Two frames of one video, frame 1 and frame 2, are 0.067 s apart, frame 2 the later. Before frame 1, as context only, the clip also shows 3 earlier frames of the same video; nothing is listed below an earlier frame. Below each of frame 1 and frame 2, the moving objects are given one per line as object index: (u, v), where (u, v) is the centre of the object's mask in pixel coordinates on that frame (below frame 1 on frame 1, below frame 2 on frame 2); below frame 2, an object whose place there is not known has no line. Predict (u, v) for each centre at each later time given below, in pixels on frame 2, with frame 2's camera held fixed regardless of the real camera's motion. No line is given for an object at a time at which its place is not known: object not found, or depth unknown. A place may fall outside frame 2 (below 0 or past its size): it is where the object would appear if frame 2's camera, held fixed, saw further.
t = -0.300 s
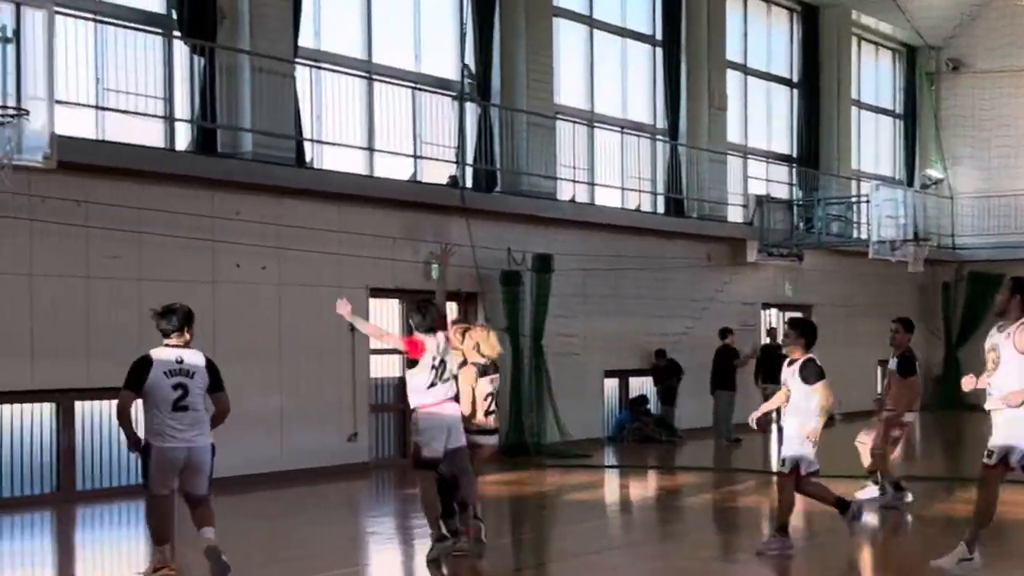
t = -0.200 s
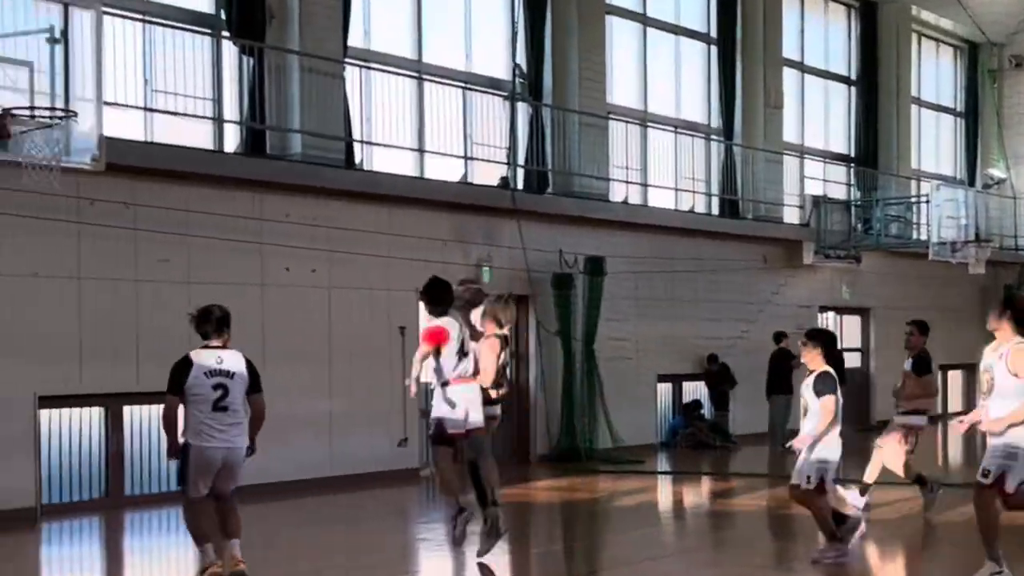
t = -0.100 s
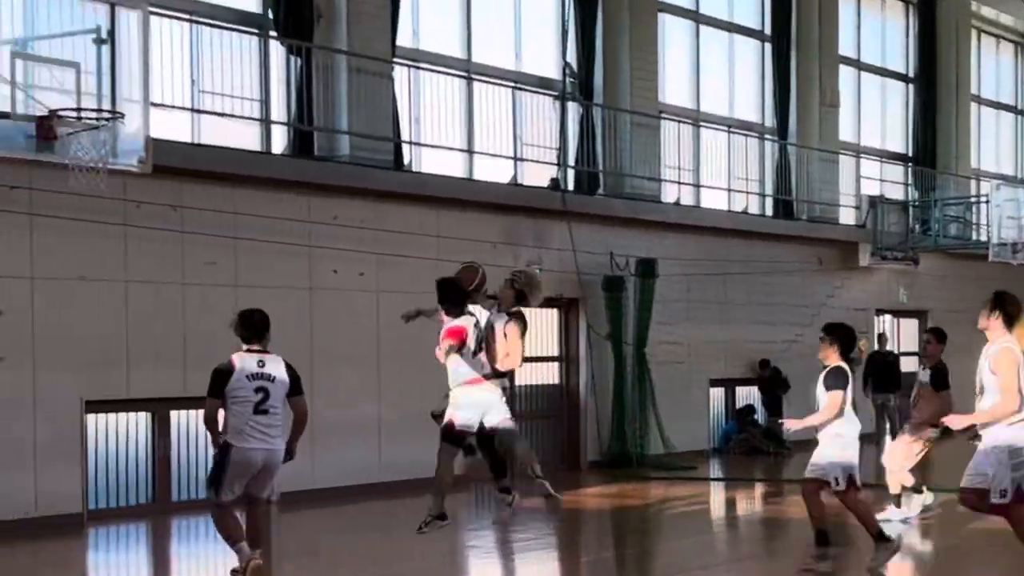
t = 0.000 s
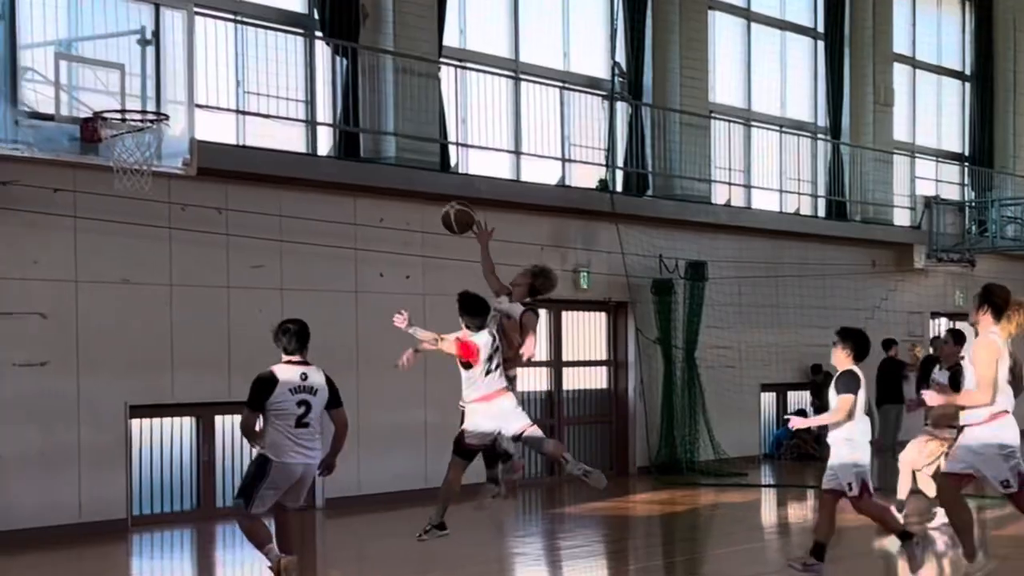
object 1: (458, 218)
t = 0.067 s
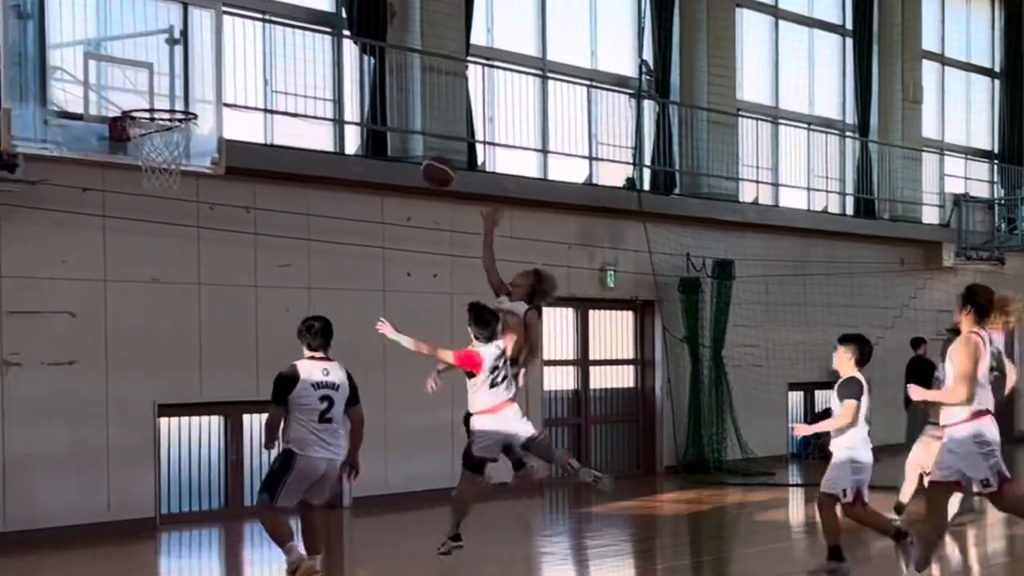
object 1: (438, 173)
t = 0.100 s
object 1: (413, 151)
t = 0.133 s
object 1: (388, 134)
